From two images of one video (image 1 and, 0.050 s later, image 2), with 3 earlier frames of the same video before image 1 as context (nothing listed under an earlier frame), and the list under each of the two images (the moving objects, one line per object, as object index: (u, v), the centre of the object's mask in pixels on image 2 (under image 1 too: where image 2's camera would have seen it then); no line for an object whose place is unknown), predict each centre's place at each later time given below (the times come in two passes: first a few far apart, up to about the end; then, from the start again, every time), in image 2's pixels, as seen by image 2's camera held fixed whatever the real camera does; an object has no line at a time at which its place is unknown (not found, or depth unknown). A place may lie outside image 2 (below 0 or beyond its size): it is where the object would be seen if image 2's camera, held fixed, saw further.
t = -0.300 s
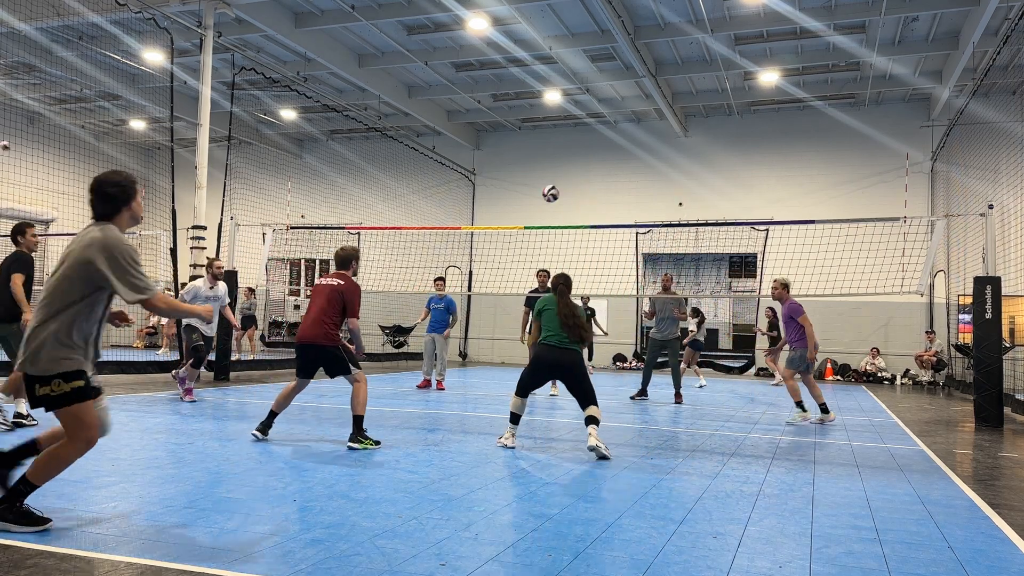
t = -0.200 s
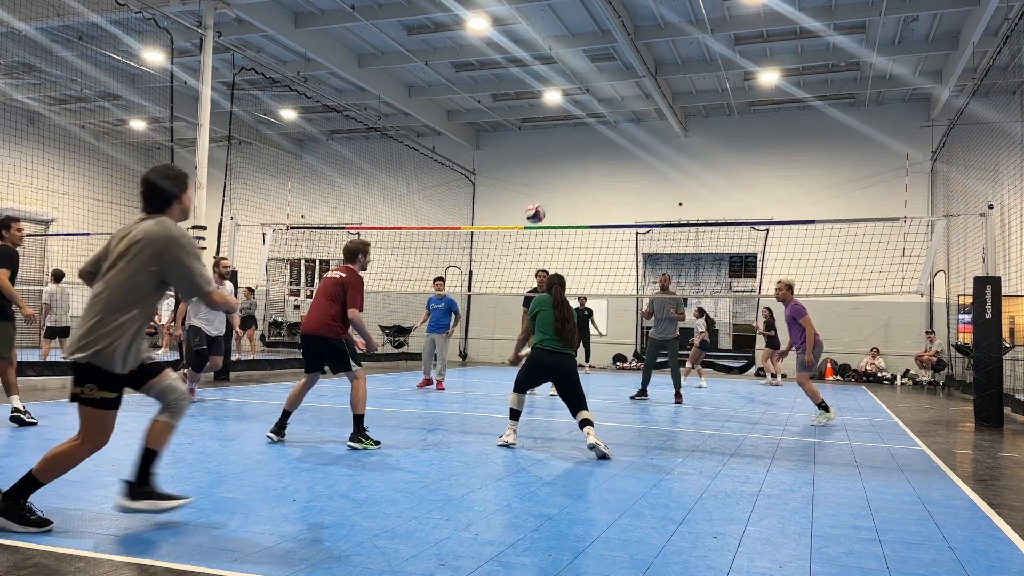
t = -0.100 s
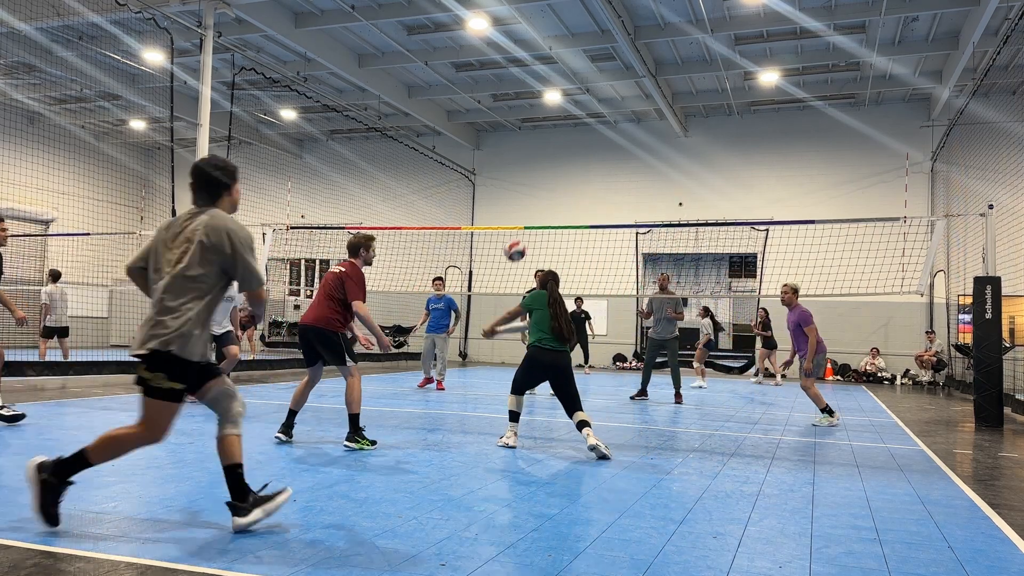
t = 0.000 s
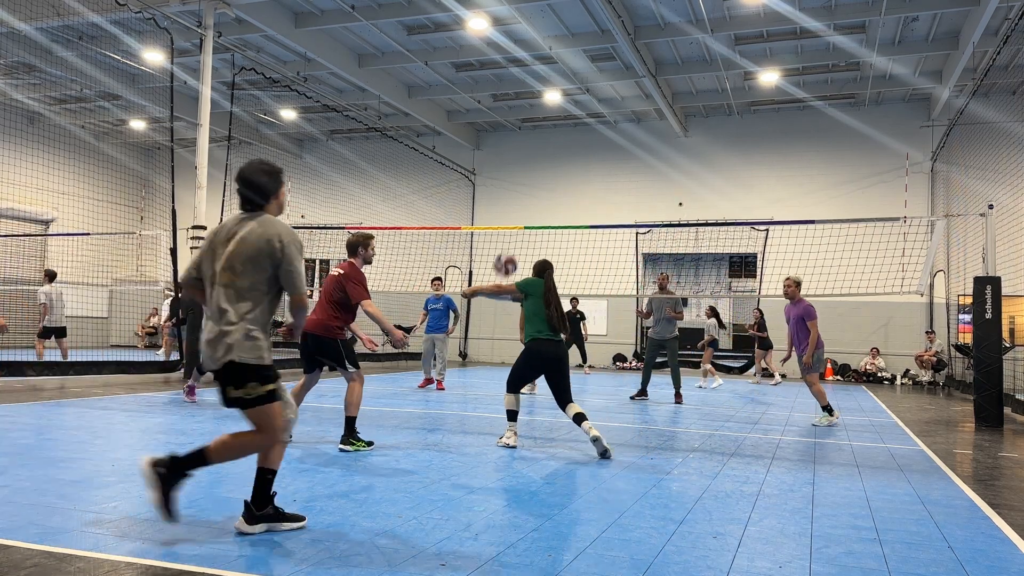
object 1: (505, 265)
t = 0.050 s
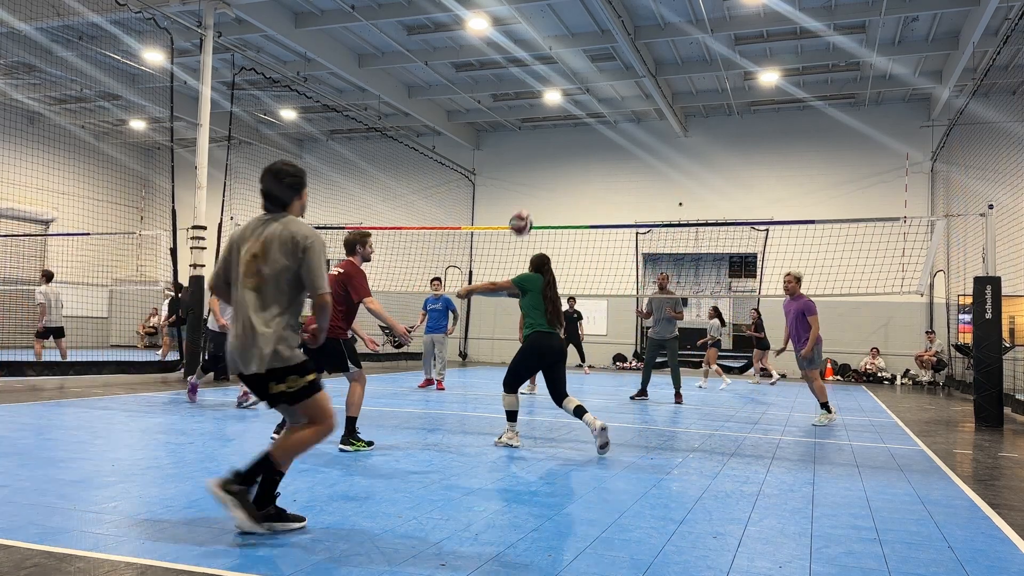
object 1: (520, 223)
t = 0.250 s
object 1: (577, 104)
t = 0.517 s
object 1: (640, 29)
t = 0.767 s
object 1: (690, 25)
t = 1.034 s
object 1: (733, 76)
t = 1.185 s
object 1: (754, 125)
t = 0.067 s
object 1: (525, 211)
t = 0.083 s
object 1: (531, 199)
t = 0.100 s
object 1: (536, 188)
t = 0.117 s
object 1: (540, 176)
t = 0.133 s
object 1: (545, 166)
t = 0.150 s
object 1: (550, 156)
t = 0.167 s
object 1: (554, 146)
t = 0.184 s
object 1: (559, 137)
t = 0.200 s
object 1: (562, 128)
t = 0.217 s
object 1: (568, 120)
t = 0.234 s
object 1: (573, 112)
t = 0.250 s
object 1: (577, 104)
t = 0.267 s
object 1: (581, 96)
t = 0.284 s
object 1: (586, 89)
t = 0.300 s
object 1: (589, 83)
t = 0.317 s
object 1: (594, 78)
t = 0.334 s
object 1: (598, 71)
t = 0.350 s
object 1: (602, 65)
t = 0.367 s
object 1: (606, 61)
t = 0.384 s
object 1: (609, 56)
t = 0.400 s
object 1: (614, 52)
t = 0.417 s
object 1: (617, 48)
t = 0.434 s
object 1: (621, 44)
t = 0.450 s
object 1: (625, 41)
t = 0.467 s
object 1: (629, 38)
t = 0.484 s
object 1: (633, 34)
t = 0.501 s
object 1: (637, 31)
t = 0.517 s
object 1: (640, 29)
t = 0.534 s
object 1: (643, 27)
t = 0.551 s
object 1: (647, 25)
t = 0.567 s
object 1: (651, 24)
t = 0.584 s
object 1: (654, 23)
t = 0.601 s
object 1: (657, 22)
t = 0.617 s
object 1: (661, 21)
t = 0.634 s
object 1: (664, 20)
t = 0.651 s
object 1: (668, 20)
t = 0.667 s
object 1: (671, 20)
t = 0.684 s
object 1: (674, 21)
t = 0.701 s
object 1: (678, 21)
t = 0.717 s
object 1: (681, 22)
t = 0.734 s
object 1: (684, 23)
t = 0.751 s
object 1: (687, 24)
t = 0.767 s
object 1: (690, 25)
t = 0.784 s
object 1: (693, 27)
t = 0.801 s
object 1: (696, 29)
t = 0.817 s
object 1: (698, 31)
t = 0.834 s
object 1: (702, 33)
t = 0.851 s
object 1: (704, 36)
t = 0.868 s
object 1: (707, 39)
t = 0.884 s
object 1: (710, 41)
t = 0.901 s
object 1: (713, 45)
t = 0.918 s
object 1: (715, 49)
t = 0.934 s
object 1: (717, 52)
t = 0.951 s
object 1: (720, 55)
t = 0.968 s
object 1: (723, 59)
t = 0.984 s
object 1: (726, 63)
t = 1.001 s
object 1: (728, 68)
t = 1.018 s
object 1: (731, 72)
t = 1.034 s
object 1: (733, 76)
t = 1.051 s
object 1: (735, 81)
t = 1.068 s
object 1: (737, 86)
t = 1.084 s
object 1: (740, 91)
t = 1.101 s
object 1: (743, 97)
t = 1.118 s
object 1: (745, 102)
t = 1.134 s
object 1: (747, 108)
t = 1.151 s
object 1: (750, 113)
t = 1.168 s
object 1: (752, 118)
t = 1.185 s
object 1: (754, 125)
